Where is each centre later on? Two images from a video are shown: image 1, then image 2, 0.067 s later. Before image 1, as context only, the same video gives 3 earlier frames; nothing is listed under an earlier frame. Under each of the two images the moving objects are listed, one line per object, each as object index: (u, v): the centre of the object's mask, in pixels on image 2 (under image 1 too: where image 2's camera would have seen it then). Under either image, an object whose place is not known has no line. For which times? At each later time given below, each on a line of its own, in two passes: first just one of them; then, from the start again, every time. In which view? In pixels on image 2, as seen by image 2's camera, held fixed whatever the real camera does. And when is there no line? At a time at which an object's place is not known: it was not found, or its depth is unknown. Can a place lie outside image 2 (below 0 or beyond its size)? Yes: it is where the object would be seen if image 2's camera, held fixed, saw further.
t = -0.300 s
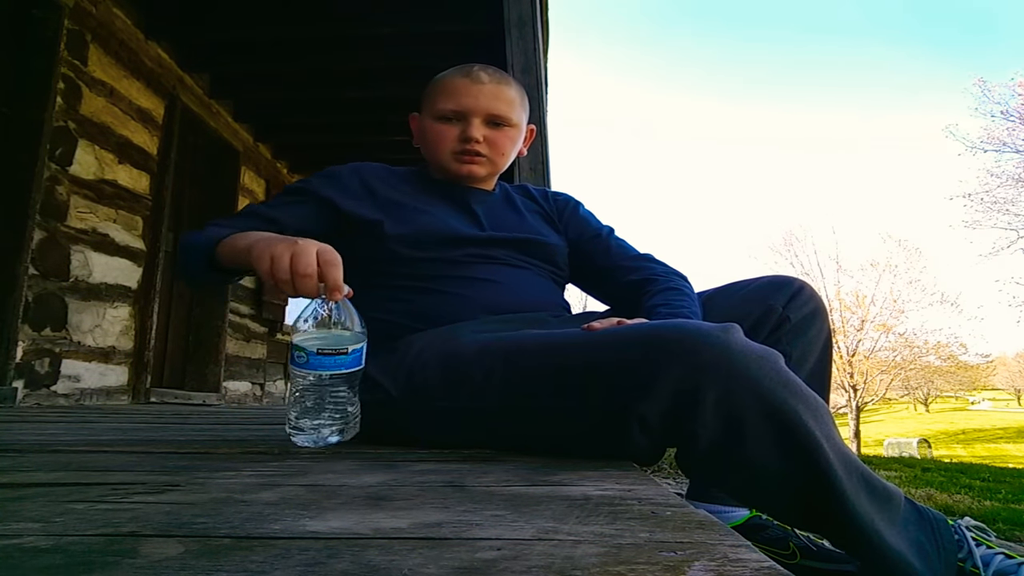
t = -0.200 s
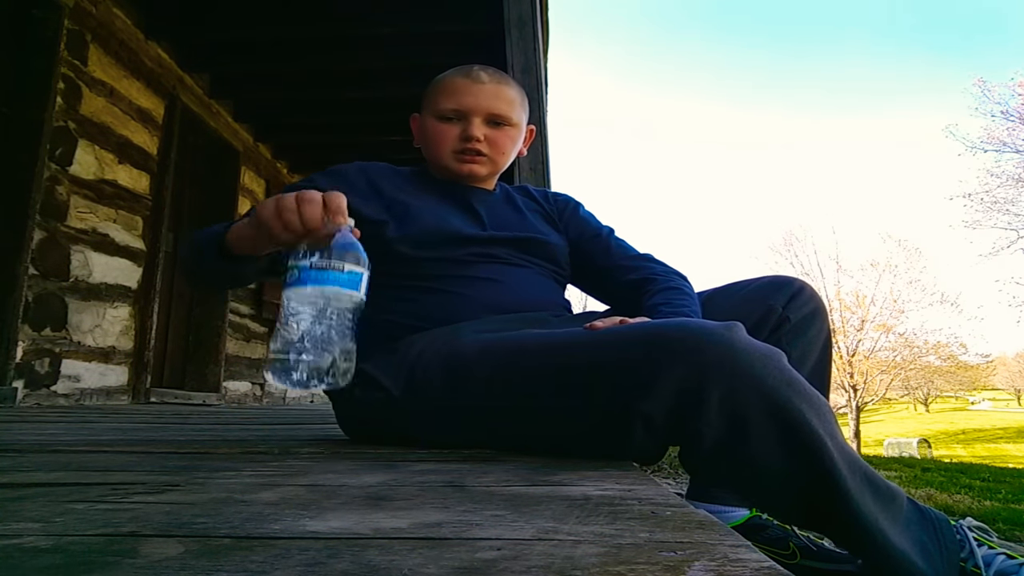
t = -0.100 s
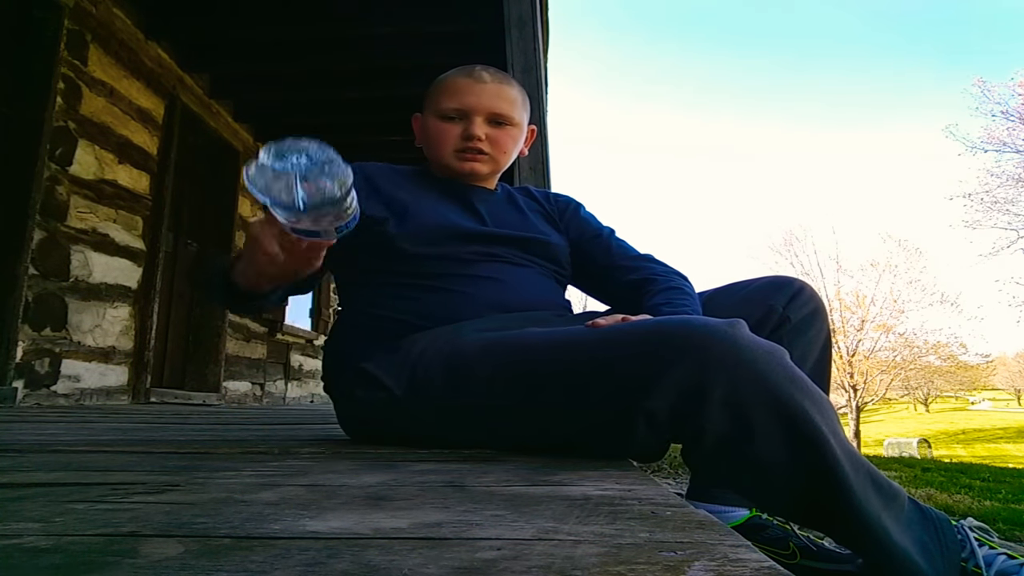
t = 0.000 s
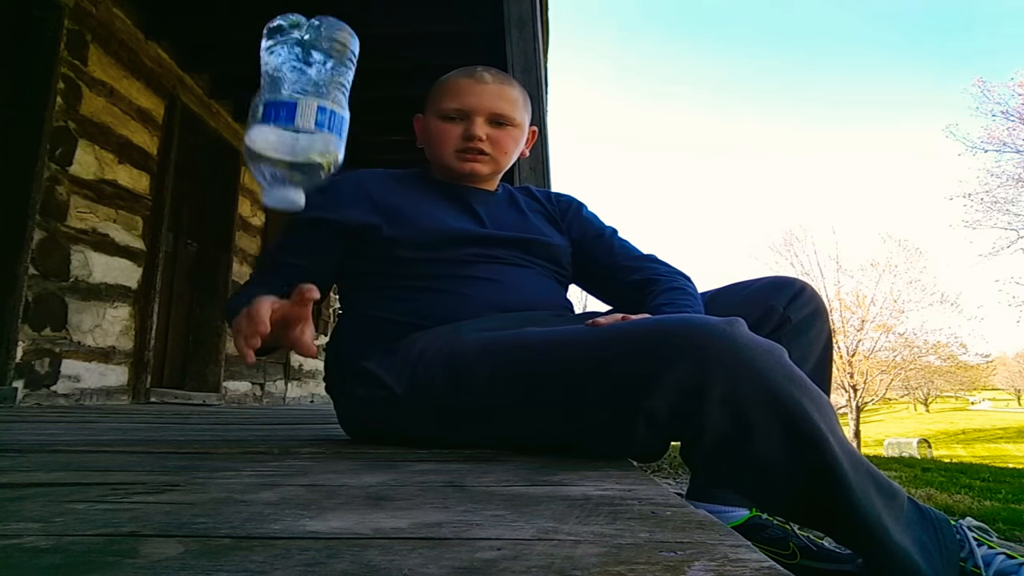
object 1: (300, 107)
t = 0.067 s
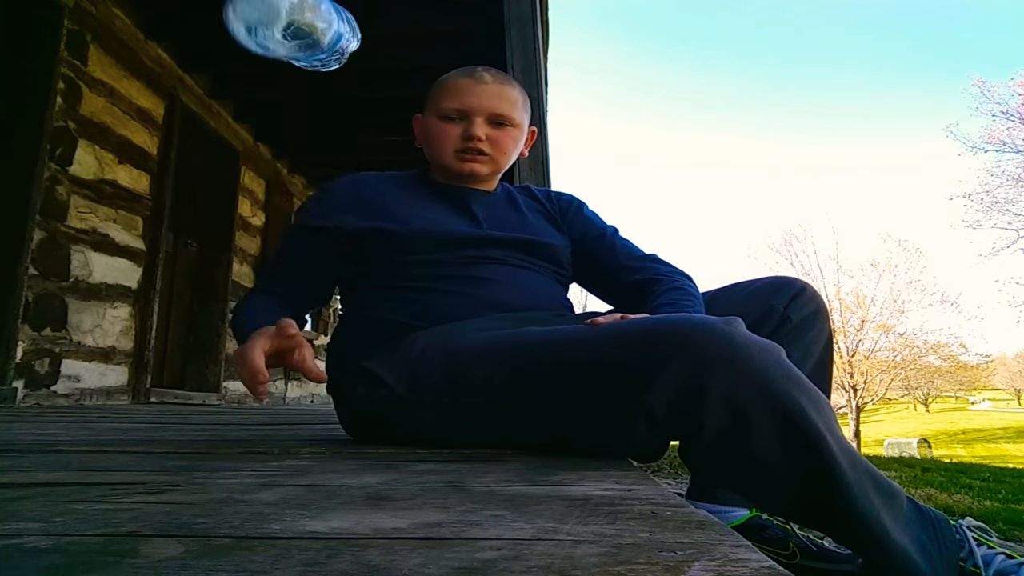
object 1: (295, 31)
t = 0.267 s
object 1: (305, 143)
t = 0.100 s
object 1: (309, 35)
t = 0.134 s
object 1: (309, 43)
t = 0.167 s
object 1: (308, 55)
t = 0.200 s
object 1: (306, 71)
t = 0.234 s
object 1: (306, 95)
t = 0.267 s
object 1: (305, 143)
